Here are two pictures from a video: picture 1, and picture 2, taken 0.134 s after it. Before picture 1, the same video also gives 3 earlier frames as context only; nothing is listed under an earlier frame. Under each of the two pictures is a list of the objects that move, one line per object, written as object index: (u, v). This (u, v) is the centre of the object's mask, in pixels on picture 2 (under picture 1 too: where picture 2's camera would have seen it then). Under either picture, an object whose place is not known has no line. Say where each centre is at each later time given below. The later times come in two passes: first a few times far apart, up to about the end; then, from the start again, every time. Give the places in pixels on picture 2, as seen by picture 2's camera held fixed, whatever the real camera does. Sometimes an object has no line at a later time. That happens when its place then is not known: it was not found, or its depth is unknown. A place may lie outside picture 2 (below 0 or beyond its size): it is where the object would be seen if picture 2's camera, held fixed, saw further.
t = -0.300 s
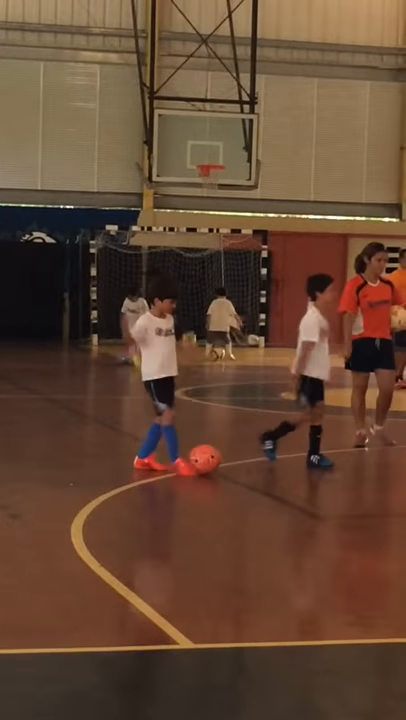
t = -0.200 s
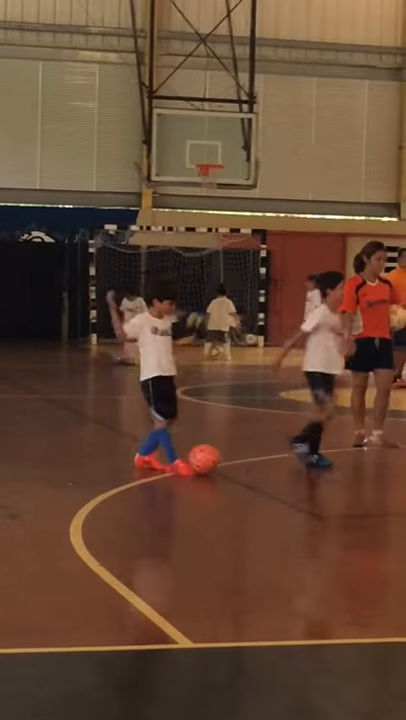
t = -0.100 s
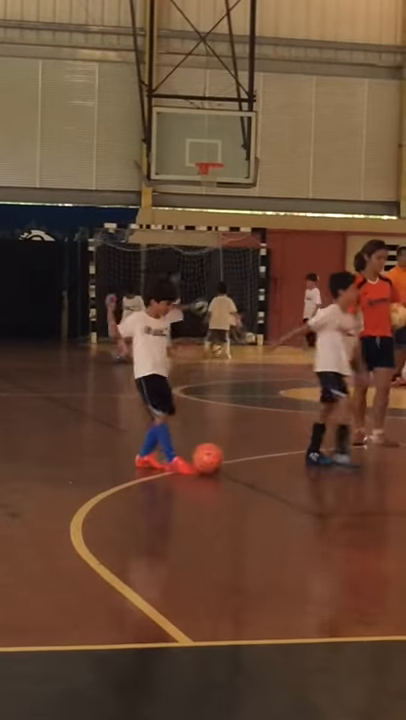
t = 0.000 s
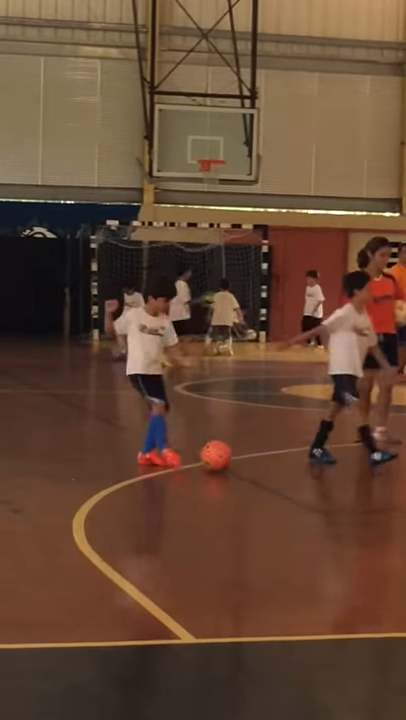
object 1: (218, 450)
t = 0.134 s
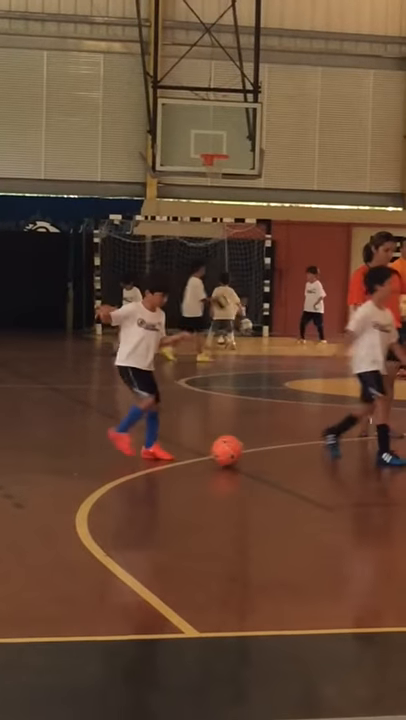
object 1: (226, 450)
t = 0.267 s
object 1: (234, 450)
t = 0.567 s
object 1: (252, 452)
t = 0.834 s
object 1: (269, 452)
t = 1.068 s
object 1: (282, 452)
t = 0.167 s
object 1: (228, 450)
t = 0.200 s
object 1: (230, 450)
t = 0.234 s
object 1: (232, 450)
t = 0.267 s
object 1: (234, 450)
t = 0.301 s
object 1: (236, 451)
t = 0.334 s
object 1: (238, 451)
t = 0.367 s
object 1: (240, 451)
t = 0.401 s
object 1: (242, 451)
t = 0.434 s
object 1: (244, 451)
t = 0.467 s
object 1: (246, 451)
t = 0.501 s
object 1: (248, 452)
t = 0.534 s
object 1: (250, 452)
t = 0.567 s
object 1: (252, 452)
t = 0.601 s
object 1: (255, 452)
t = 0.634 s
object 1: (257, 452)
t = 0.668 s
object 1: (258, 452)
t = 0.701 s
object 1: (260, 452)
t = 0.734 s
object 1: (262, 452)
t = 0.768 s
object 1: (264, 452)
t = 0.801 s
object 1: (266, 452)
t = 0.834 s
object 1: (269, 452)
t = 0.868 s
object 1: (270, 452)
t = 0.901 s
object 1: (273, 452)
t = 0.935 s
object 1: (275, 452)
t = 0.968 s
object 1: (276, 452)
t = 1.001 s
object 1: (278, 452)
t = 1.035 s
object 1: (280, 452)
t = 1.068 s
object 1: (282, 452)
